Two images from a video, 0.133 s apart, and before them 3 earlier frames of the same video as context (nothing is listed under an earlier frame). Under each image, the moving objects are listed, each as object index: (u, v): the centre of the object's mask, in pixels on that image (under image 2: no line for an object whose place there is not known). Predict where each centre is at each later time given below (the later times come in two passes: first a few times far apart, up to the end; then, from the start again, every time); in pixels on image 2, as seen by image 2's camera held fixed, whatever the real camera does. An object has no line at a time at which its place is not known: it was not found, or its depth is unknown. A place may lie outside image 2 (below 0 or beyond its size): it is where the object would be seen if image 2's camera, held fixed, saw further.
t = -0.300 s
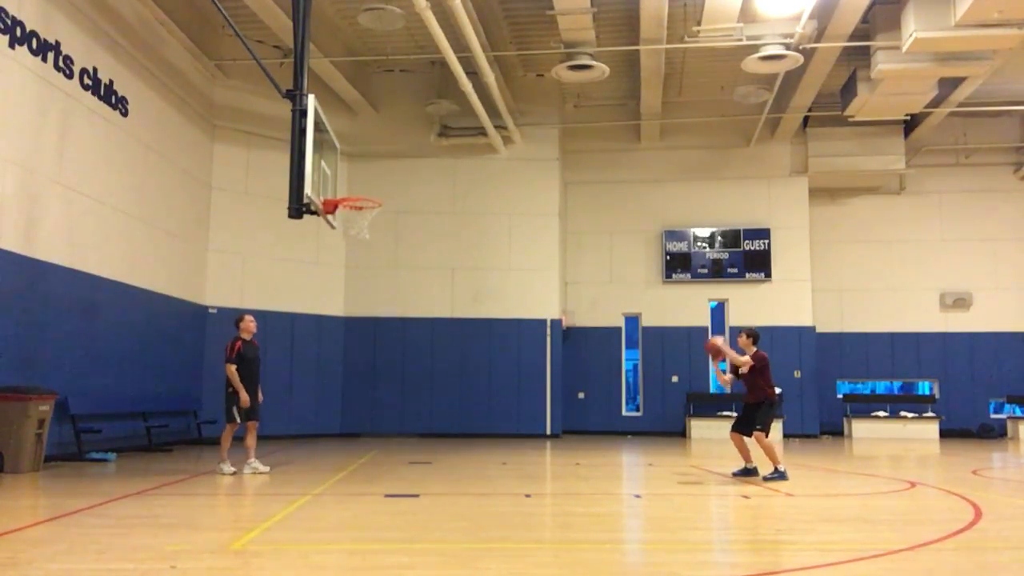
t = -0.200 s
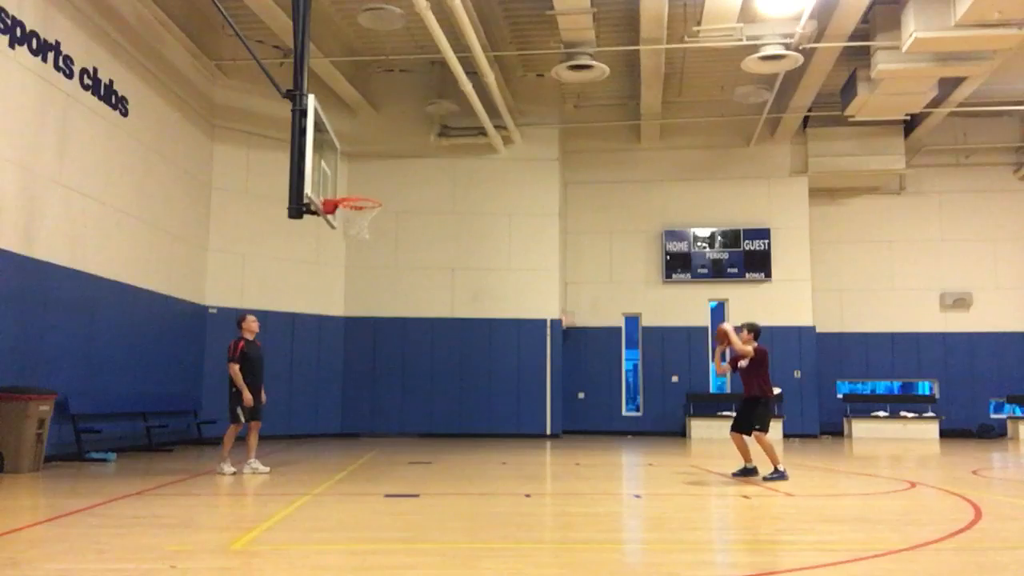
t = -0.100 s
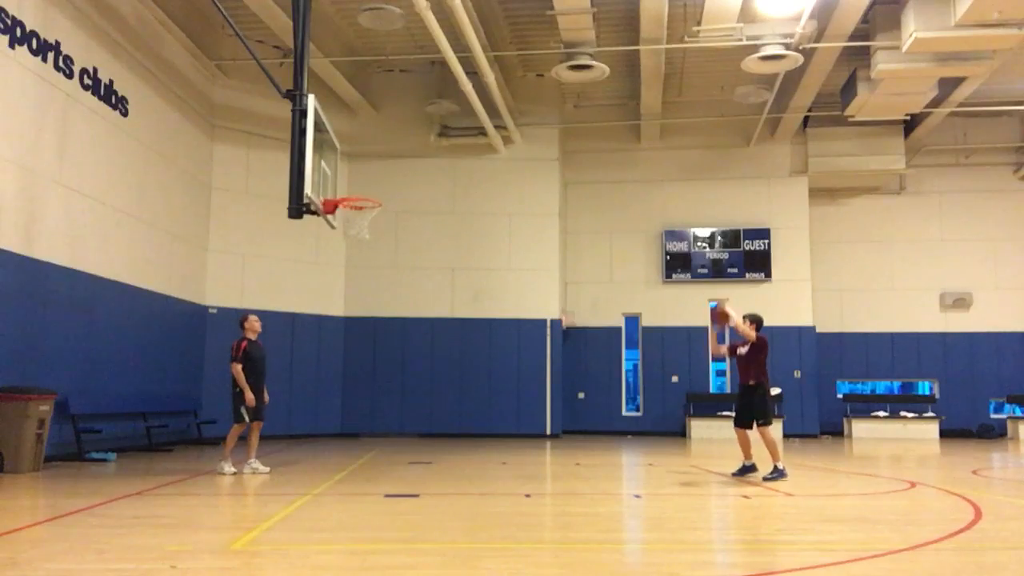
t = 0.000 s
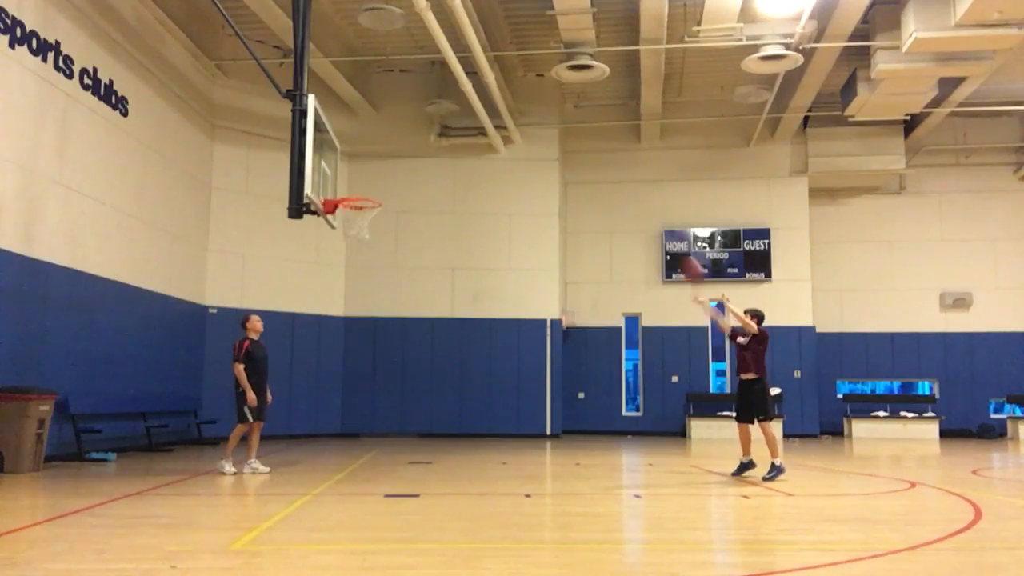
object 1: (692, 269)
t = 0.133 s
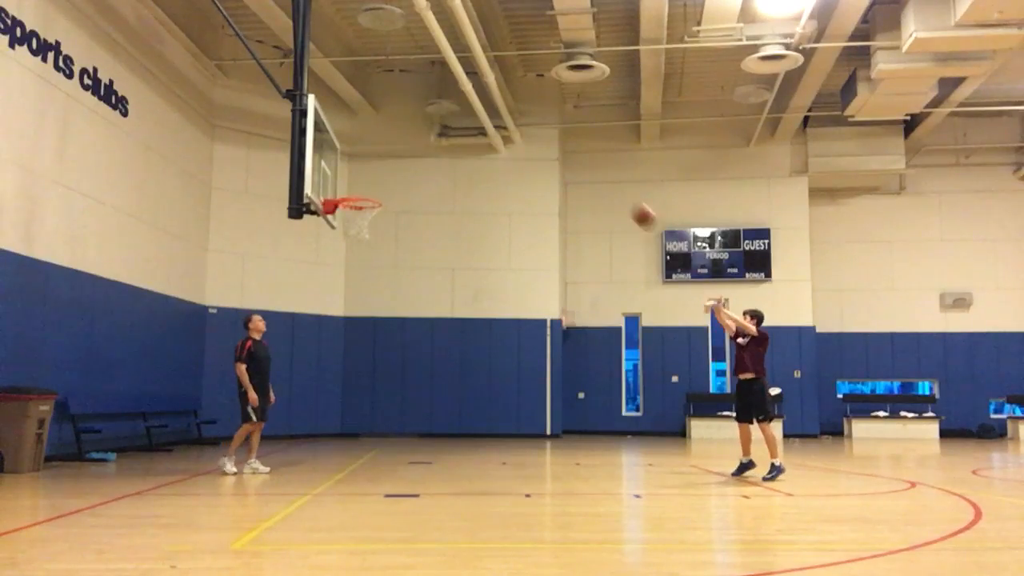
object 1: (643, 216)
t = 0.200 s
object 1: (619, 195)
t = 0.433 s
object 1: (538, 152)
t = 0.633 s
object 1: (470, 150)
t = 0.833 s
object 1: (402, 180)
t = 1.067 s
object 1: (367, 187)
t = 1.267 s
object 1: (352, 194)
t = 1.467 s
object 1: (336, 247)
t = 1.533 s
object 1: (330, 269)
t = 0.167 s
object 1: (631, 205)
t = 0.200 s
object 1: (619, 195)
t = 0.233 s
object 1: (607, 185)
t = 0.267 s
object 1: (596, 178)
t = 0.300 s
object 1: (585, 171)
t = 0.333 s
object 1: (573, 164)
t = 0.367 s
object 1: (562, 160)
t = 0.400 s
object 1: (550, 155)
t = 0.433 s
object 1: (538, 152)
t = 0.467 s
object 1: (527, 150)
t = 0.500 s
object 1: (517, 148)
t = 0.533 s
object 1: (504, 146)
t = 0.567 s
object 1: (493, 147)
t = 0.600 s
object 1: (481, 148)
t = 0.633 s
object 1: (470, 150)
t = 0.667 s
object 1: (460, 152)
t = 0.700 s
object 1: (447, 156)
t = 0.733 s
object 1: (436, 160)
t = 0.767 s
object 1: (425, 166)
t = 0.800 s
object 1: (414, 172)
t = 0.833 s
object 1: (402, 180)
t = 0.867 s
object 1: (391, 187)
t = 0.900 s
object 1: (381, 195)
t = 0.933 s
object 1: (377, 195)
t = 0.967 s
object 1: (374, 191)
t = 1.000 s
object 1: (372, 189)
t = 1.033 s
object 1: (369, 188)
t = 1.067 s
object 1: (367, 187)
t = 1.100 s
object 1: (365, 187)
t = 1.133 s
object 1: (362, 188)
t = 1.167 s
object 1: (359, 190)
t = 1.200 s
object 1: (357, 191)
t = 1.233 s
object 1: (354, 192)
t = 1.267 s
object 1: (352, 194)
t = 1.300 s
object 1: (348, 209)
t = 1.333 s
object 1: (346, 214)
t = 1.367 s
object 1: (343, 221)
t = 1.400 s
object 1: (339, 229)
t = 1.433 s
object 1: (338, 238)
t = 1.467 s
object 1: (336, 247)
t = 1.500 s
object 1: (333, 258)
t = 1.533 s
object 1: (330, 269)
